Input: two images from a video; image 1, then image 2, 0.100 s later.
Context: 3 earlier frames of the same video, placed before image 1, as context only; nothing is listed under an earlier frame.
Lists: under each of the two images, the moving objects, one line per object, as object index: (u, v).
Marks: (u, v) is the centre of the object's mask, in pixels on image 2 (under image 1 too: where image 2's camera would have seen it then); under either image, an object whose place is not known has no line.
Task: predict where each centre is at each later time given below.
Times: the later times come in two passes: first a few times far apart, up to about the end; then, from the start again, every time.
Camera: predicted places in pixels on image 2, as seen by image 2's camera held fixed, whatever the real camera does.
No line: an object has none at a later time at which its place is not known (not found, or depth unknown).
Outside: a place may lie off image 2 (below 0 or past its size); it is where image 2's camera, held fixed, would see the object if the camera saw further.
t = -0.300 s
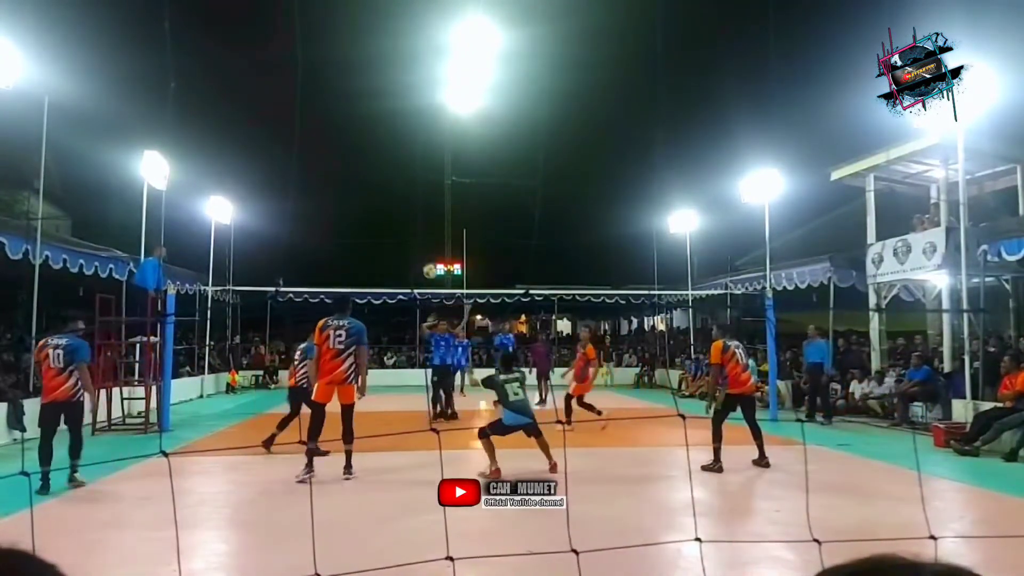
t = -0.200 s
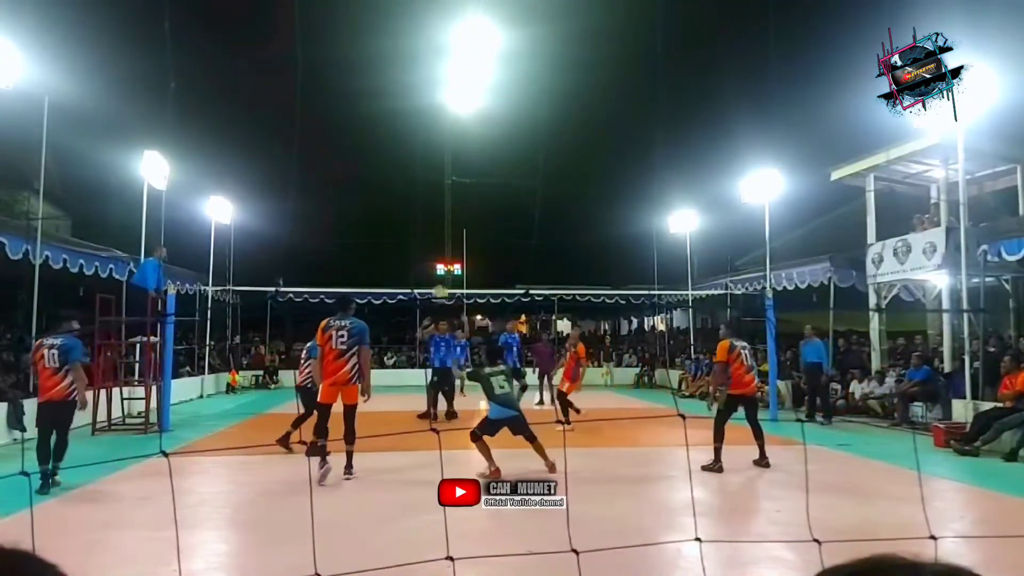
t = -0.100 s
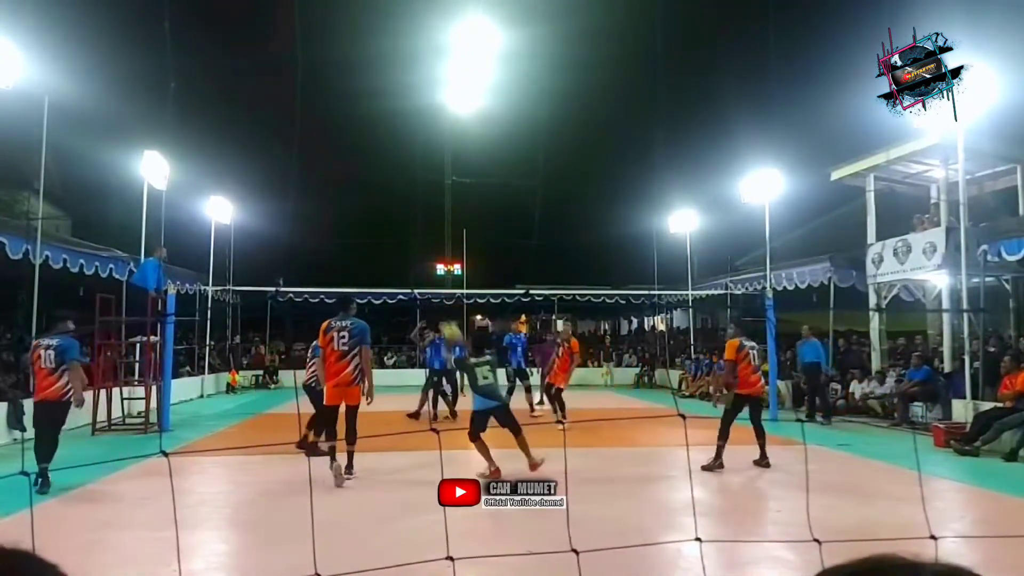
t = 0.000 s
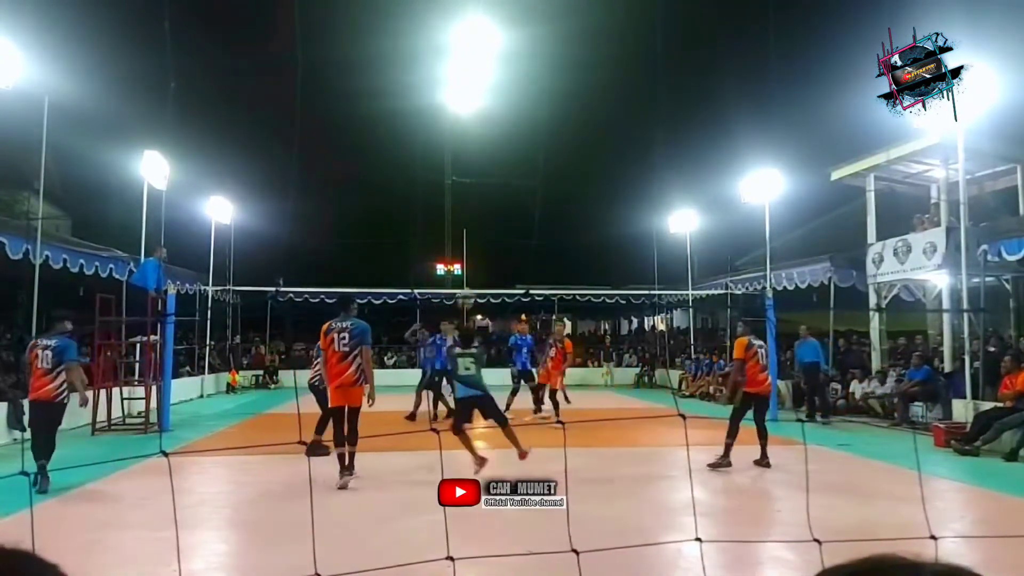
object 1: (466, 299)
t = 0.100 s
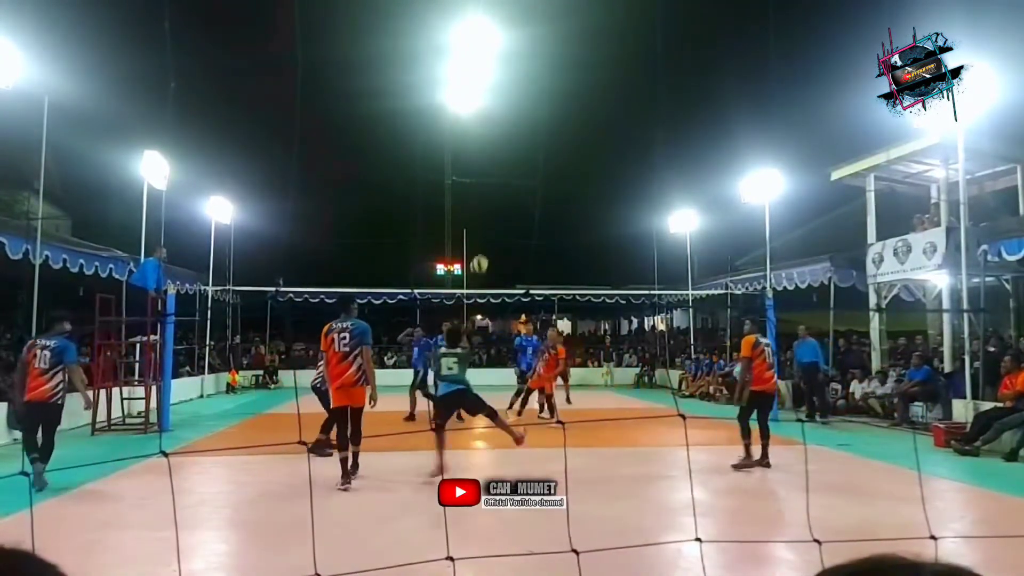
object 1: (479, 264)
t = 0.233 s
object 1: (495, 234)
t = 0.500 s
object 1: (522, 219)
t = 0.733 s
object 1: (543, 242)
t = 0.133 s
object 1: (483, 255)
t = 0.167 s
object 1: (487, 247)
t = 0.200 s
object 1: (491, 240)
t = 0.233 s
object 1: (495, 234)
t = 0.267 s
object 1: (499, 229)
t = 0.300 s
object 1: (502, 225)
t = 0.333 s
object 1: (506, 222)
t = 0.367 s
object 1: (509, 220)
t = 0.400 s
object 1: (512, 219)
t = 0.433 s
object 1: (516, 218)
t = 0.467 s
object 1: (519, 218)
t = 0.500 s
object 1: (522, 219)
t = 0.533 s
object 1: (525, 220)
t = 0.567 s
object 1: (528, 221)
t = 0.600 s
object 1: (531, 224)
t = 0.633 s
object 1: (534, 228)
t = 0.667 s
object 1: (537, 232)
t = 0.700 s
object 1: (540, 236)
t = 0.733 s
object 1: (543, 242)
